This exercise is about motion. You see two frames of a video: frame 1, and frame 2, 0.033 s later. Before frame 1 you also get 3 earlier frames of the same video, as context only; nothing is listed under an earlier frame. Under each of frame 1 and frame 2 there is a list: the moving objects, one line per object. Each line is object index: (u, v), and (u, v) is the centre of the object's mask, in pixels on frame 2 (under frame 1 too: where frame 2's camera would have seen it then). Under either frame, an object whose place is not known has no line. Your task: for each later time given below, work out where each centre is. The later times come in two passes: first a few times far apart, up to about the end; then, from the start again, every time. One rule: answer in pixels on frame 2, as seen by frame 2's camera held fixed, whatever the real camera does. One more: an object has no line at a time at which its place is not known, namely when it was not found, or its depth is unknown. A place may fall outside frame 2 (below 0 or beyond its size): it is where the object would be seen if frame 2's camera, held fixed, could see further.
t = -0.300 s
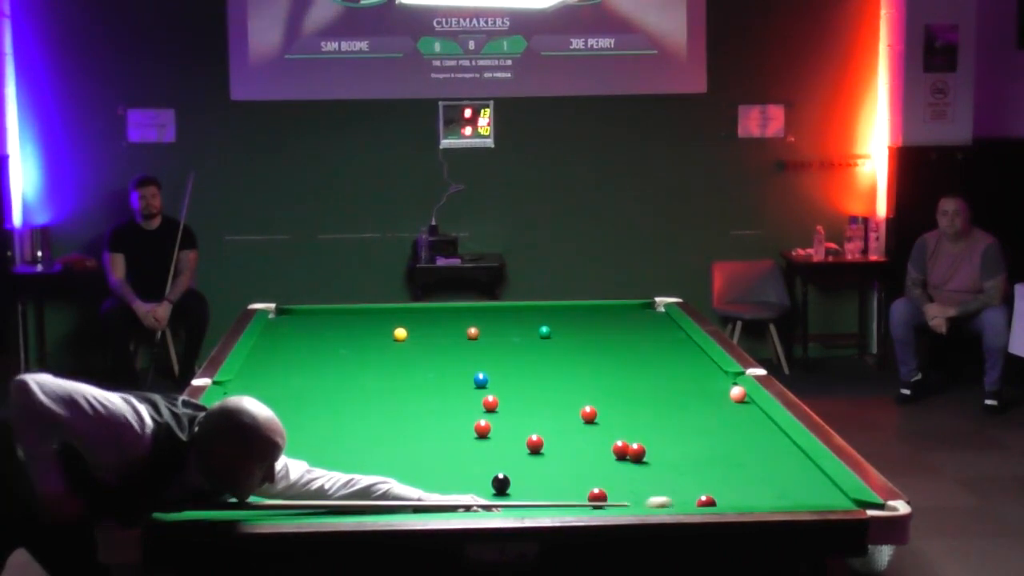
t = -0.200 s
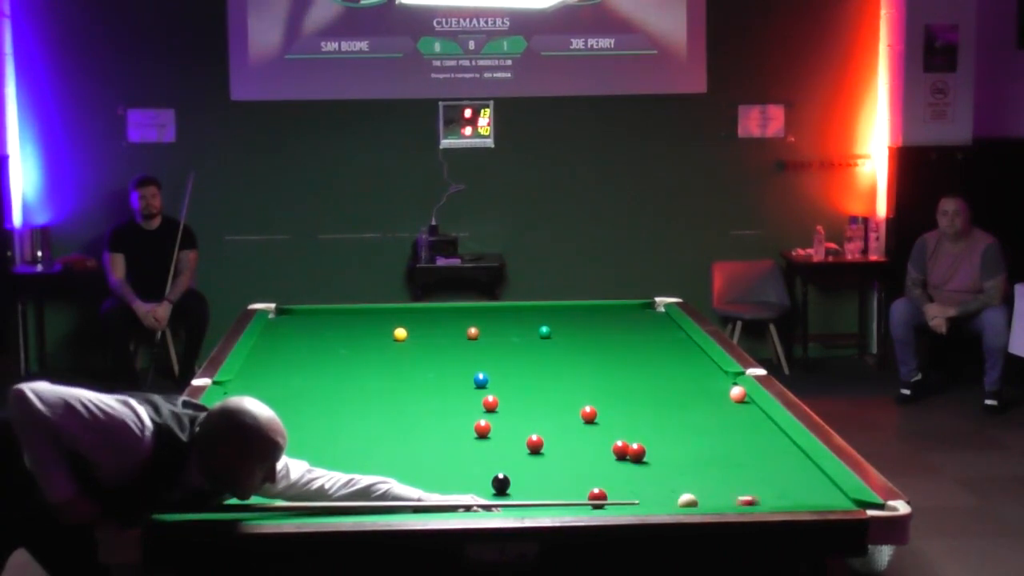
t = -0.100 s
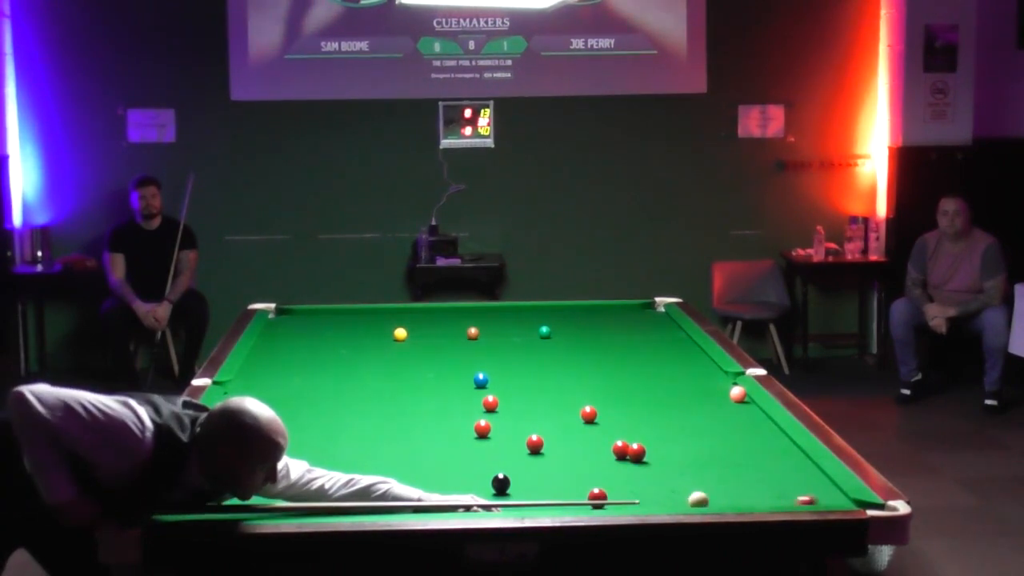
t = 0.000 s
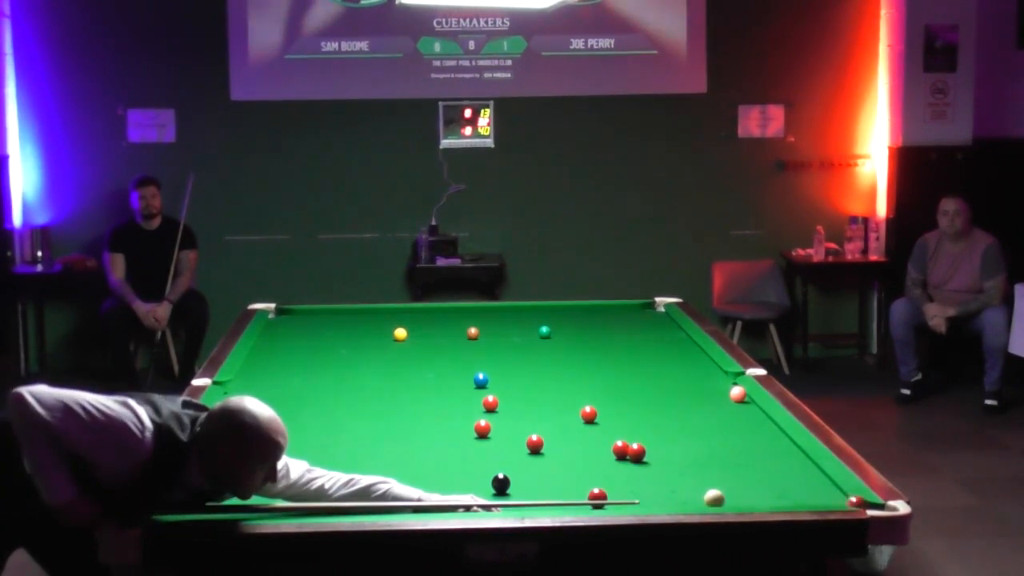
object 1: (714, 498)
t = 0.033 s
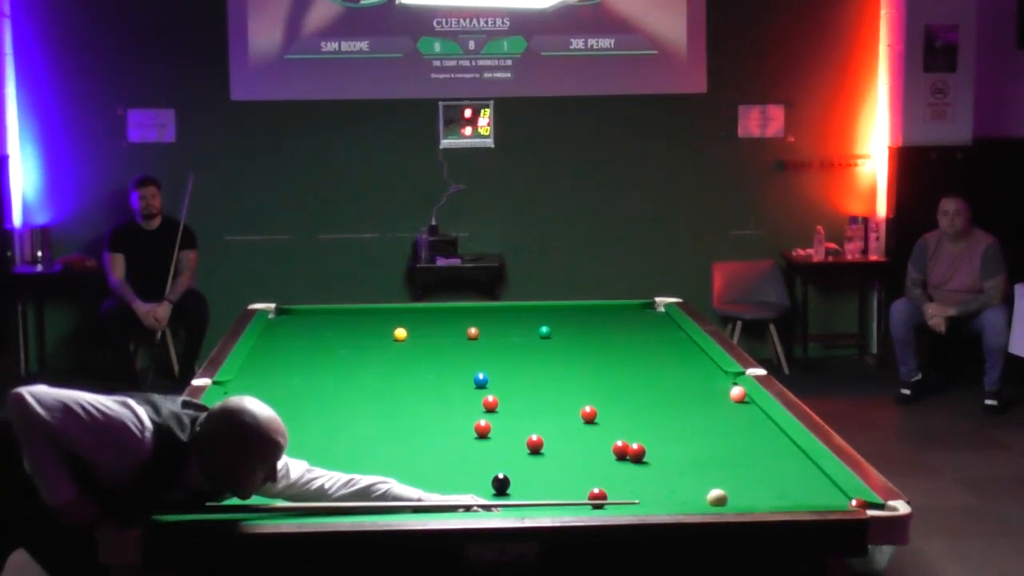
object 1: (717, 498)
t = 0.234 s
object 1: (748, 494)
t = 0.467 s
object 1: (782, 490)
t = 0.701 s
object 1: (814, 486)
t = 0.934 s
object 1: (815, 483)
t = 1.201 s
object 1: (792, 481)
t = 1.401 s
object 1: (778, 479)
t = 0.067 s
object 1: (723, 497)
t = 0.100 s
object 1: (729, 496)
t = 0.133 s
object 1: (732, 496)
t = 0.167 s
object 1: (739, 495)
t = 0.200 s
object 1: (745, 494)
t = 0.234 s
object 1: (748, 494)
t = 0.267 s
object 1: (754, 494)
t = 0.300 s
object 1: (759, 493)
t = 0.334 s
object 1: (762, 493)
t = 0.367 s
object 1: (768, 492)
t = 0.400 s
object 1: (774, 491)
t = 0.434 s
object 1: (777, 491)
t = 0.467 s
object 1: (782, 490)
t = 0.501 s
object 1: (788, 489)
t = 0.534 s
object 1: (791, 489)
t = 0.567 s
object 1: (795, 488)
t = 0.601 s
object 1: (801, 487)
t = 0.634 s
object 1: (804, 487)
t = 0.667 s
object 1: (809, 486)
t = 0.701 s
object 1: (814, 486)
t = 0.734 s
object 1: (817, 485)
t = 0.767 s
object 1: (822, 484)
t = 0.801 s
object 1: (827, 484)
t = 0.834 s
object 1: (824, 484)
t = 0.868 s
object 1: (821, 483)
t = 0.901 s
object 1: (817, 483)
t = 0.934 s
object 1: (815, 483)
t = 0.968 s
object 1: (812, 482)
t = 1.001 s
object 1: (809, 482)
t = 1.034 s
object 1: (807, 482)
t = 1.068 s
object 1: (804, 481)
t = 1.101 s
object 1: (800, 481)
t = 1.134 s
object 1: (798, 481)
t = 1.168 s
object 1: (795, 481)
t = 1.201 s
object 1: (792, 481)
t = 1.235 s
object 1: (791, 480)
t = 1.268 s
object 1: (788, 480)
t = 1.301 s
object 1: (785, 480)
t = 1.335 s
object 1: (783, 480)
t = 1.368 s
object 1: (780, 479)
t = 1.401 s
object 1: (778, 479)
